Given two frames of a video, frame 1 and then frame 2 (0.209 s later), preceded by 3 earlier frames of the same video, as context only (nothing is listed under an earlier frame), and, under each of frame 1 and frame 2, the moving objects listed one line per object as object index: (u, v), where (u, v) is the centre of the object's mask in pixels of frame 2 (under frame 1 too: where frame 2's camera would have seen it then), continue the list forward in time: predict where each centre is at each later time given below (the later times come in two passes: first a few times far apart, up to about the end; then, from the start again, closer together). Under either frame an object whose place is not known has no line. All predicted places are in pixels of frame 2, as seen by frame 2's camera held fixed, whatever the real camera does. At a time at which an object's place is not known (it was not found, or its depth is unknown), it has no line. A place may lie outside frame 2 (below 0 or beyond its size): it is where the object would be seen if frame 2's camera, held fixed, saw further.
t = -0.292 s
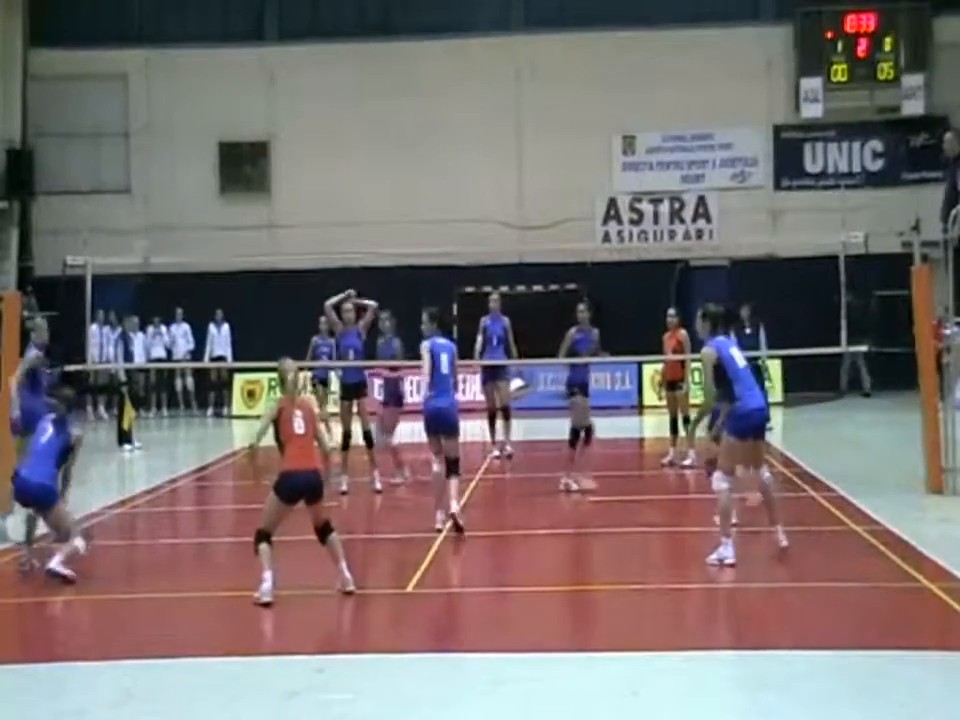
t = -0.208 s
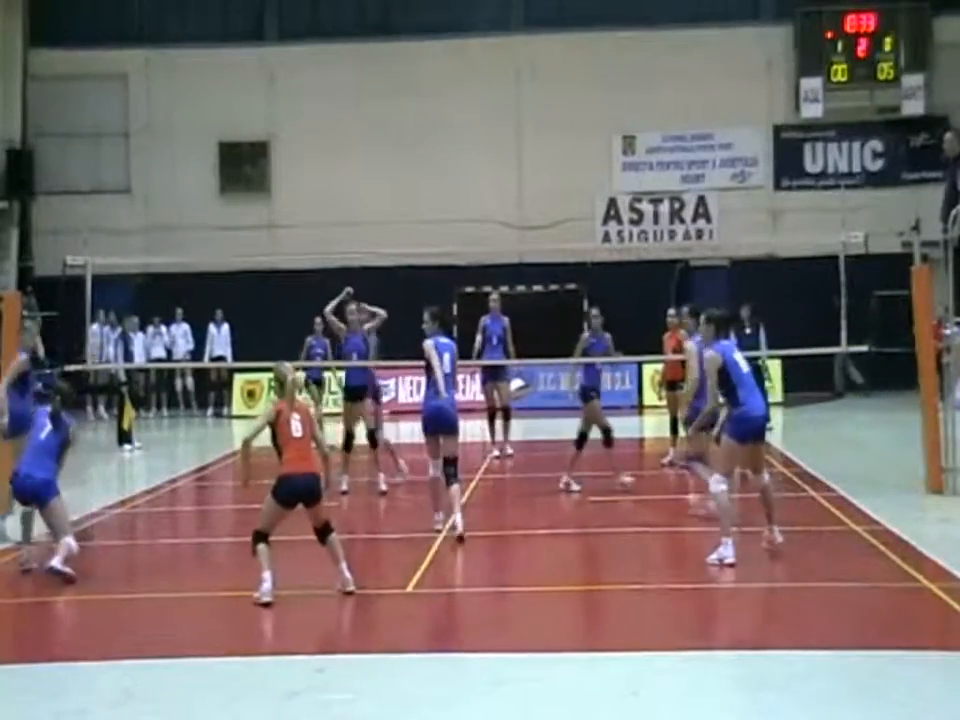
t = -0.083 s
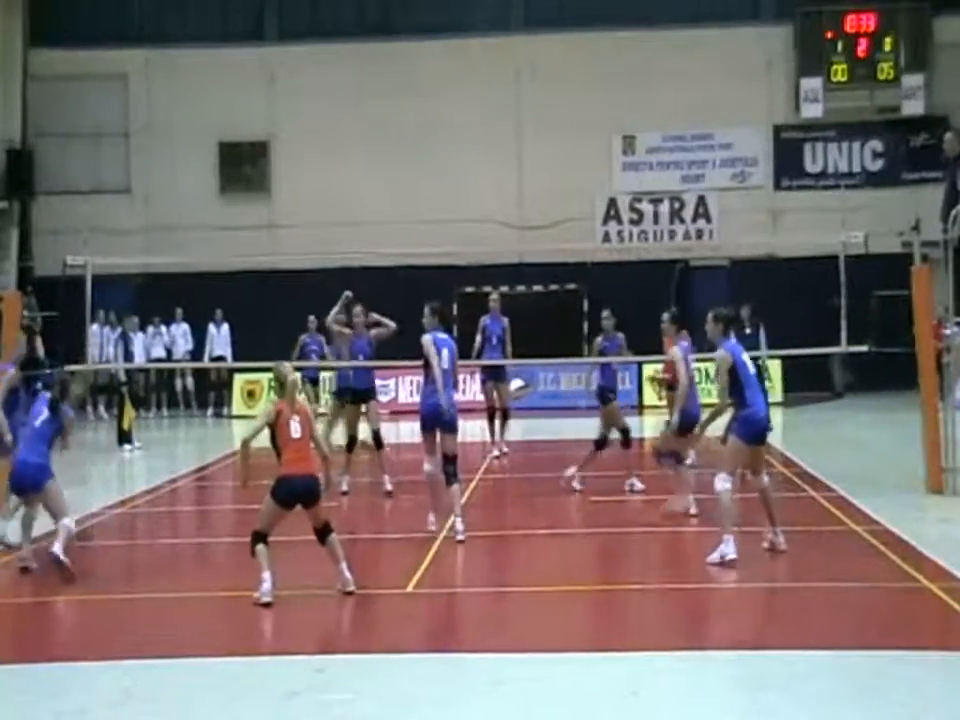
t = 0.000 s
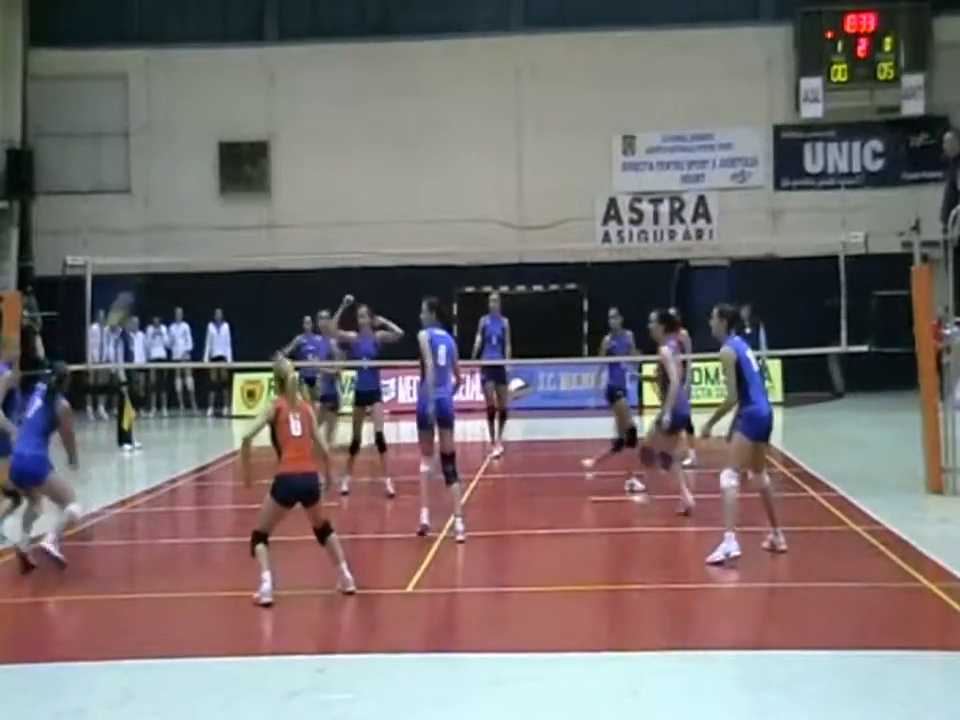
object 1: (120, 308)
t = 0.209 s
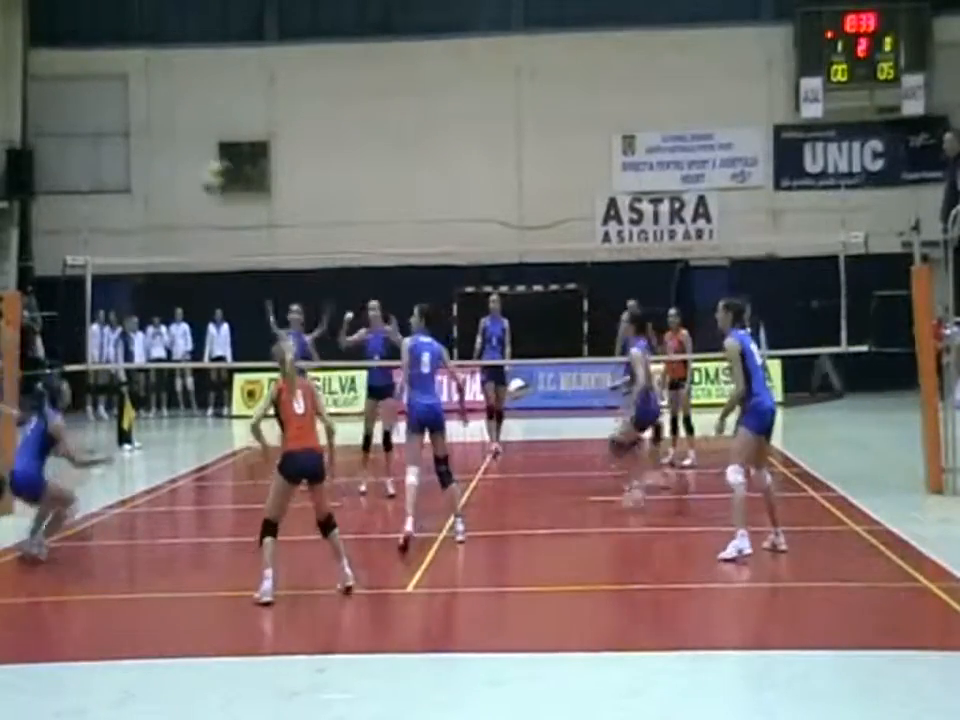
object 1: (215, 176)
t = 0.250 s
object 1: (231, 155)
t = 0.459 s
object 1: (322, 85)
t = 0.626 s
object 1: (391, 69)
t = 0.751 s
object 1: (442, 77)
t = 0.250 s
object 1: (231, 155)
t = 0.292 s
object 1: (250, 134)
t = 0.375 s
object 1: (286, 105)
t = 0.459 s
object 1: (322, 85)
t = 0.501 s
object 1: (339, 79)
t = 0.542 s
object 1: (357, 73)
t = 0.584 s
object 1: (373, 71)
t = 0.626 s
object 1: (391, 69)
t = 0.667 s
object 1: (408, 68)
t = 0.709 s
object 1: (427, 74)
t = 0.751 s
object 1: (442, 77)
